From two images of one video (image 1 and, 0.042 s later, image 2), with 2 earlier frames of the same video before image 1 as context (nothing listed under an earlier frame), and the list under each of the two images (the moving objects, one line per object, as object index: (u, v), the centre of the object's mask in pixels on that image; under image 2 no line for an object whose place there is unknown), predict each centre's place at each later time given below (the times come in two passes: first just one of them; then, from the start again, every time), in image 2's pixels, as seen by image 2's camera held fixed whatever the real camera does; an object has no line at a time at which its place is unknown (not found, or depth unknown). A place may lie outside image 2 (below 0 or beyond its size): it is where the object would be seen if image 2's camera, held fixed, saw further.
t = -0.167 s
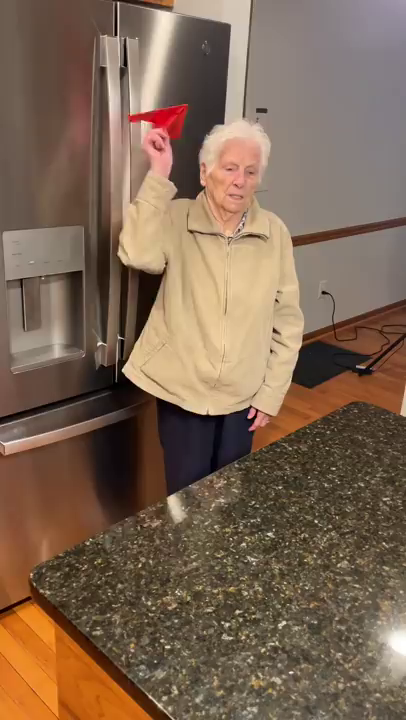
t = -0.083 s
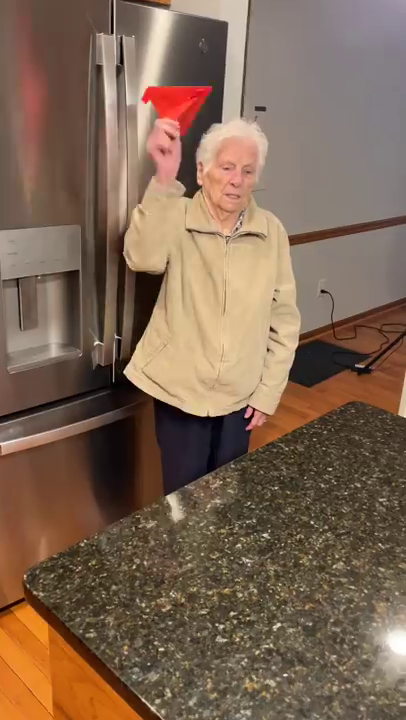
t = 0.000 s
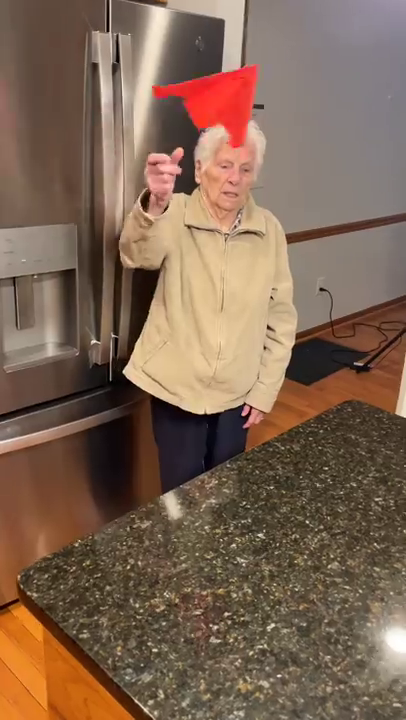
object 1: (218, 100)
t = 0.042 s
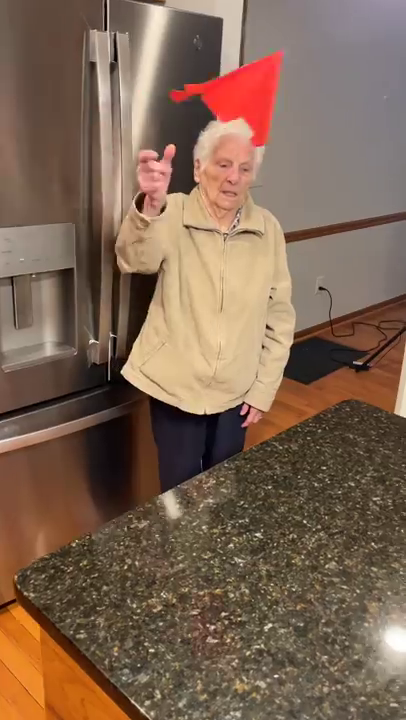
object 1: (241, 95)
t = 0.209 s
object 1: (353, 85)
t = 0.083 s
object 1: (279, 87)
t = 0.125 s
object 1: (303, 83)
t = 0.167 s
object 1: (336, 82)
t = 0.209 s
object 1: (353, 85)
